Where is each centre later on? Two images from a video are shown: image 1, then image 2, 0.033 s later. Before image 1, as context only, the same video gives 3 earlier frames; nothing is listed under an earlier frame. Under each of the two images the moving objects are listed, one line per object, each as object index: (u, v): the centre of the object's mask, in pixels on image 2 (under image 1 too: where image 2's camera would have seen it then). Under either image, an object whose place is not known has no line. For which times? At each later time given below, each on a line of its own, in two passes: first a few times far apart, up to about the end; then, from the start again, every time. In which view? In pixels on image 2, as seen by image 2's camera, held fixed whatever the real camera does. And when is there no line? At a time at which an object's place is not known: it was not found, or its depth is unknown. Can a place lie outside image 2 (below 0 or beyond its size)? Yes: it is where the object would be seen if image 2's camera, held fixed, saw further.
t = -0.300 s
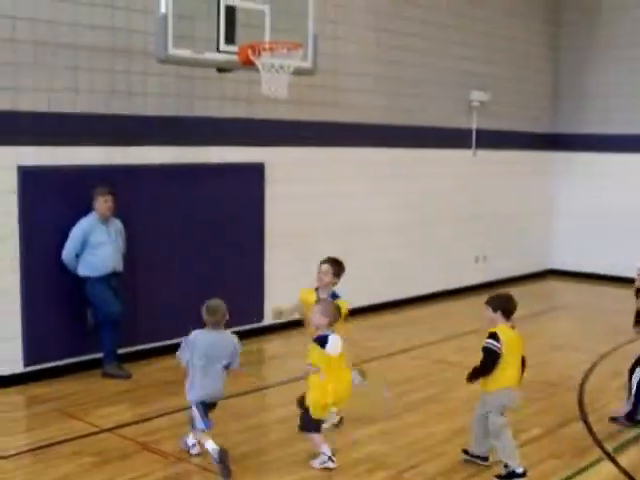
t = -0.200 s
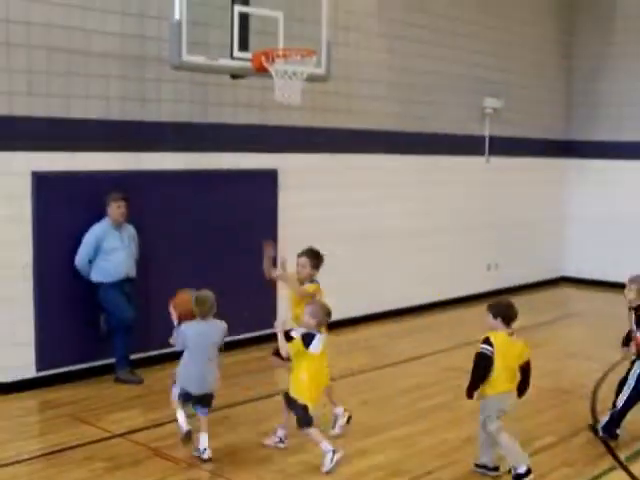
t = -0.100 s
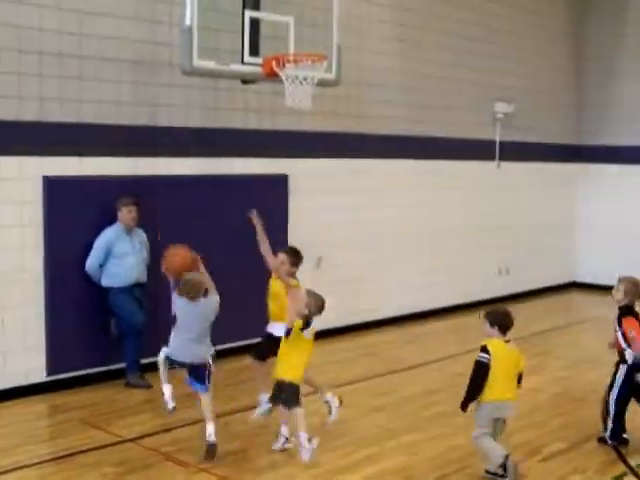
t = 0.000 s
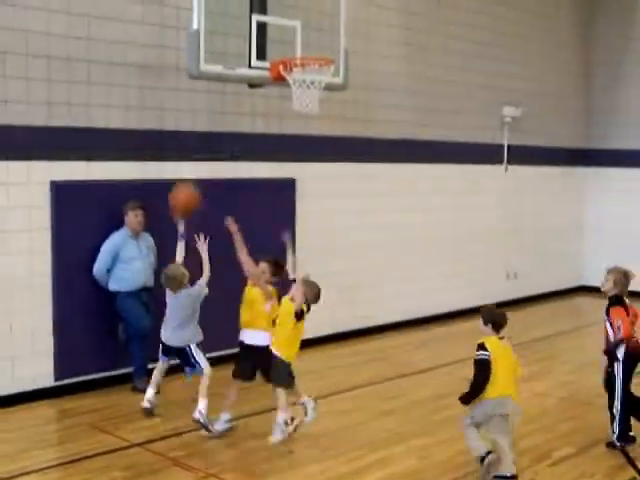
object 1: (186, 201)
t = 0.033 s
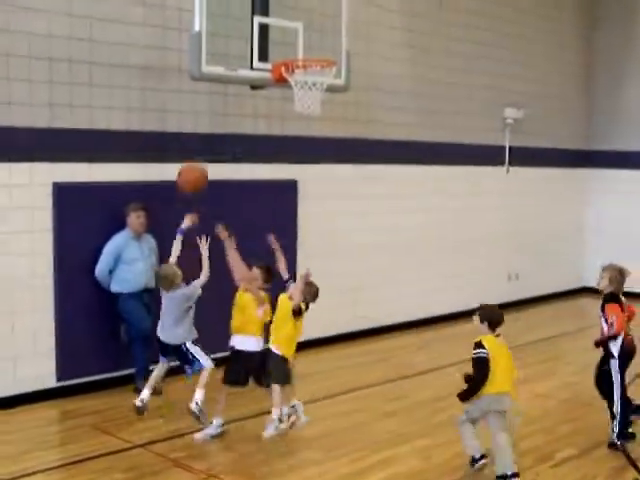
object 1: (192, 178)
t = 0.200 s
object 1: (221, 94)
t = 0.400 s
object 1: (252, 43)
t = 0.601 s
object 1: (279, 44)
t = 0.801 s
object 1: (261, 51)
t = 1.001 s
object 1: (223, 92)
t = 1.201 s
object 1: (183, 184)
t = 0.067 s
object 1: (198, 156)
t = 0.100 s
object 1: (204, 138)
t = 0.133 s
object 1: (210, 121)
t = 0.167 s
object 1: (215, 105)
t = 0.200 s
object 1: (221, 94)
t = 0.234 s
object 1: (226, 81)
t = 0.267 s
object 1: (231, 69)
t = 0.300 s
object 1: (236, 60)
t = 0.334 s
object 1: (241, 54)
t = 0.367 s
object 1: (246, 48)
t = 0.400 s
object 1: (252, 43)
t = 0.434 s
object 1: (257, 38)
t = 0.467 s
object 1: (260, 38)
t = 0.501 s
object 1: (265, 38)
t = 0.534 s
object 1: (270, 39)
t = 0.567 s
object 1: (275, 42)
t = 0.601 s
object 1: (279, 44)
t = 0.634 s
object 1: (283, 48)
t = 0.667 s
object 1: (283, 50)
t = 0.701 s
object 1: (279, 49)
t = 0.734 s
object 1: (273, 49)
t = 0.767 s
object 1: (266, 49)
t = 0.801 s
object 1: (261, 51)
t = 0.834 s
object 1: (254, 55)
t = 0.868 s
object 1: (248, 59)
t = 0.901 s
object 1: (241, 66)
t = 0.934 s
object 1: (235, 71)
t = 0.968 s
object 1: (229, 82)
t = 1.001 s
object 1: (223, 92)
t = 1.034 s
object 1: (216, 103)
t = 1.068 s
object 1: (209, 117)
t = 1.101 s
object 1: (203, 131)
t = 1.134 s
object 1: (196, 146)
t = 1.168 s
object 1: (189, 163)
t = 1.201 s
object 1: (183, 184)
